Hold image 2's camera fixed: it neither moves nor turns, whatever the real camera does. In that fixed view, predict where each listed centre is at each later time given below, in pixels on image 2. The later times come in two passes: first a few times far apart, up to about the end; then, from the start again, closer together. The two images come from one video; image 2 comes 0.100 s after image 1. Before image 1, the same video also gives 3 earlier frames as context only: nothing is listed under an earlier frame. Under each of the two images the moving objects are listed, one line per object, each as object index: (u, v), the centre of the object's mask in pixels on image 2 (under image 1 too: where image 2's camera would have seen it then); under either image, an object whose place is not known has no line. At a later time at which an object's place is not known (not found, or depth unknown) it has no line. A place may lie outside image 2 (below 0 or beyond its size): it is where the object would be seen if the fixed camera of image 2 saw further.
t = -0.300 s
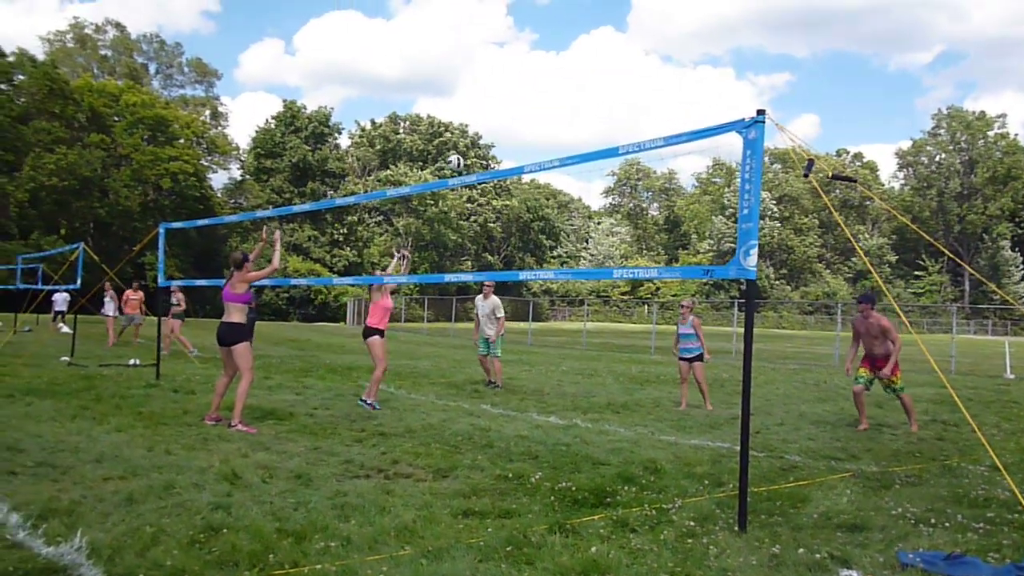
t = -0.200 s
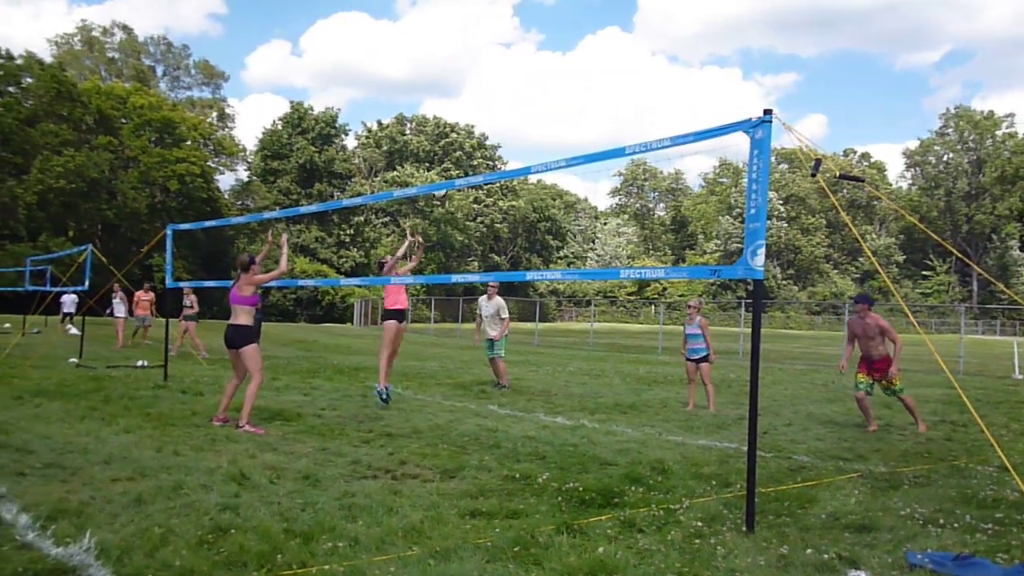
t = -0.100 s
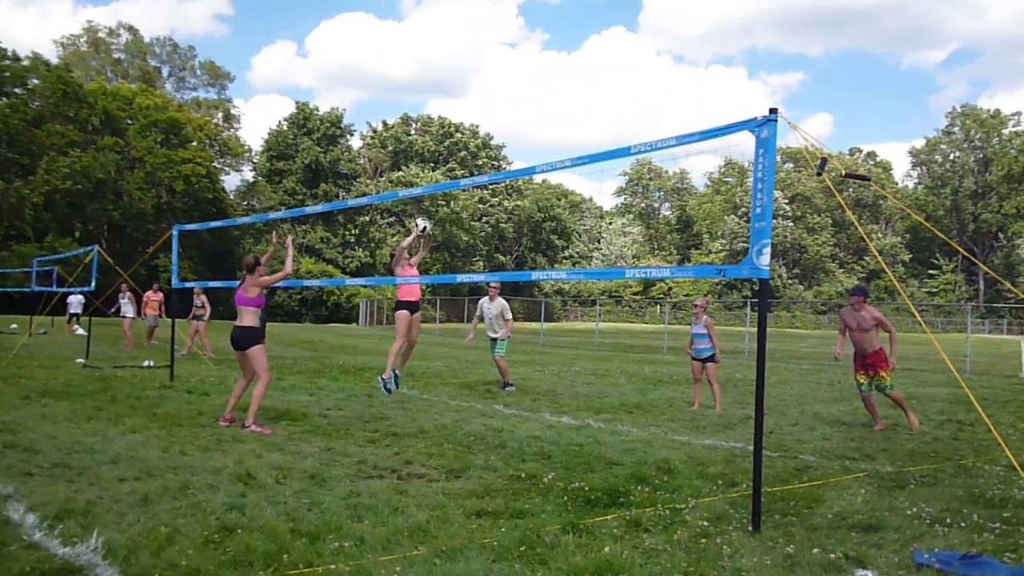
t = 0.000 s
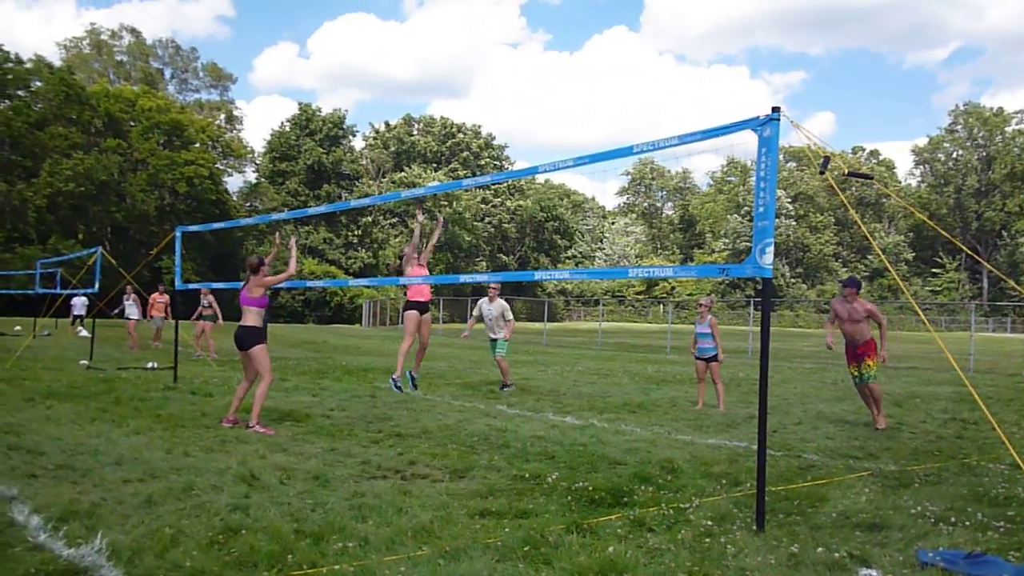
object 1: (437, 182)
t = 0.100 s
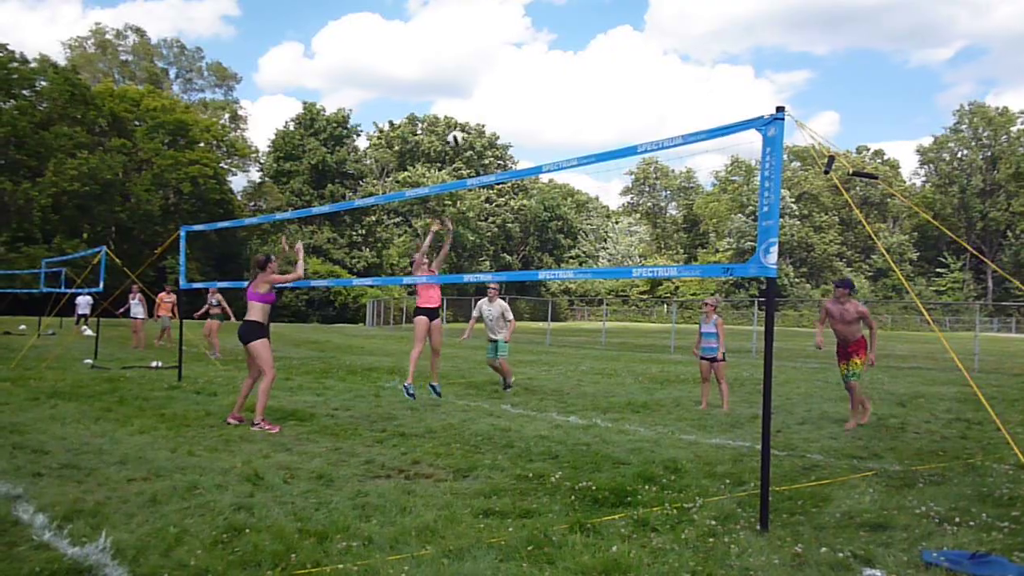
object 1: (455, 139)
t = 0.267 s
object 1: (483, 76)
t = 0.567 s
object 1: (533, 17)
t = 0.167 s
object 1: (467, 112)
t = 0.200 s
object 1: (472, 100)
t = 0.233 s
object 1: (478, 88)
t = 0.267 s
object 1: (483, 76)
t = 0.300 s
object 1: (489, 66)
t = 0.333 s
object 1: (494, 57)
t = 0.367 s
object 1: (500, 48)
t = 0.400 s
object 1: (505, 40)
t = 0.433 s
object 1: (511, 34)
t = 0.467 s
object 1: (516, 29)
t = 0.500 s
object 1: (522, 24)
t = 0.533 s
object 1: (527, 20)
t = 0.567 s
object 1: (533, 17)
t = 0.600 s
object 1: (538, 15)
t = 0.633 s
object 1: (544, 14)
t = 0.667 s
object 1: (549, 14)
